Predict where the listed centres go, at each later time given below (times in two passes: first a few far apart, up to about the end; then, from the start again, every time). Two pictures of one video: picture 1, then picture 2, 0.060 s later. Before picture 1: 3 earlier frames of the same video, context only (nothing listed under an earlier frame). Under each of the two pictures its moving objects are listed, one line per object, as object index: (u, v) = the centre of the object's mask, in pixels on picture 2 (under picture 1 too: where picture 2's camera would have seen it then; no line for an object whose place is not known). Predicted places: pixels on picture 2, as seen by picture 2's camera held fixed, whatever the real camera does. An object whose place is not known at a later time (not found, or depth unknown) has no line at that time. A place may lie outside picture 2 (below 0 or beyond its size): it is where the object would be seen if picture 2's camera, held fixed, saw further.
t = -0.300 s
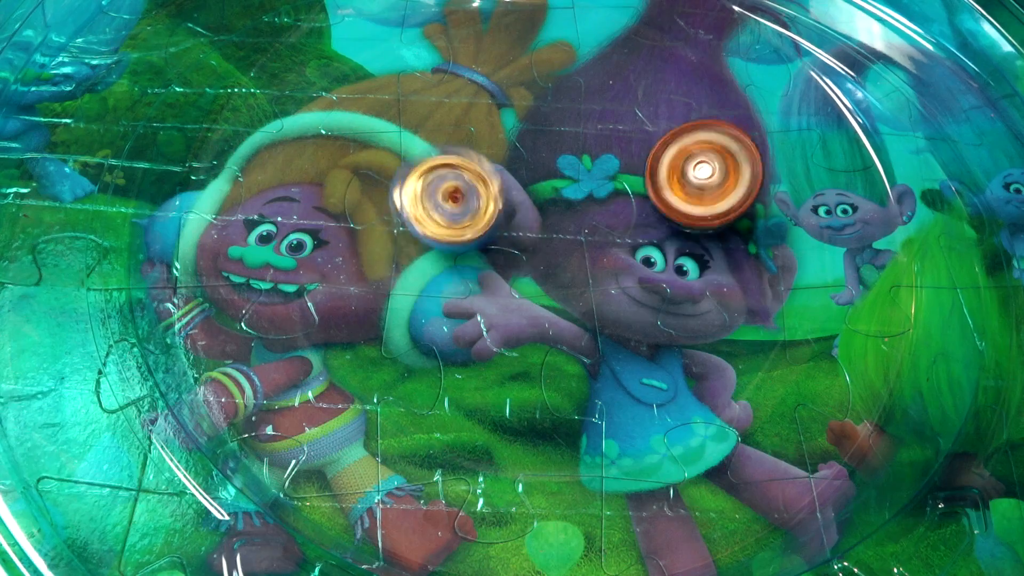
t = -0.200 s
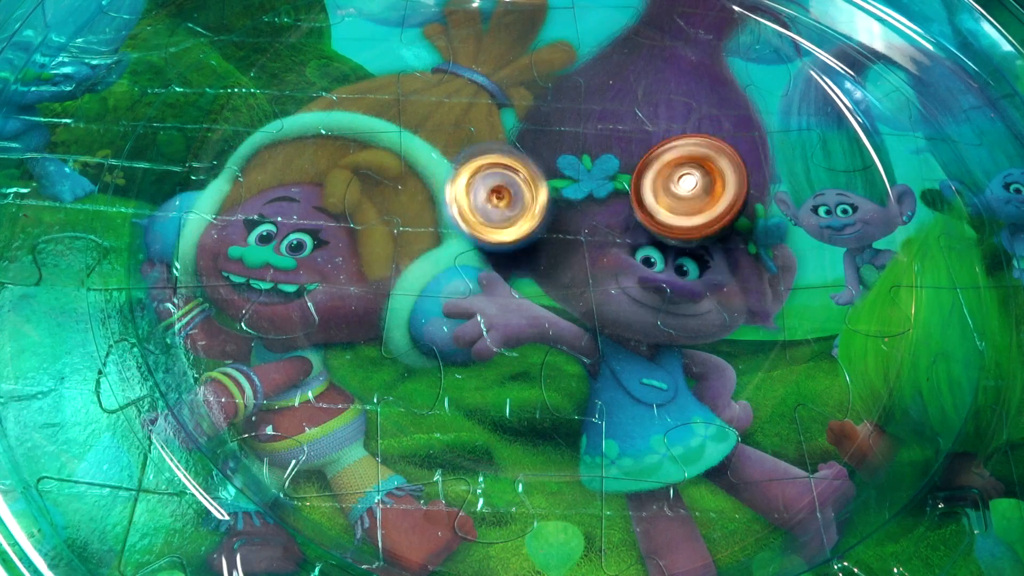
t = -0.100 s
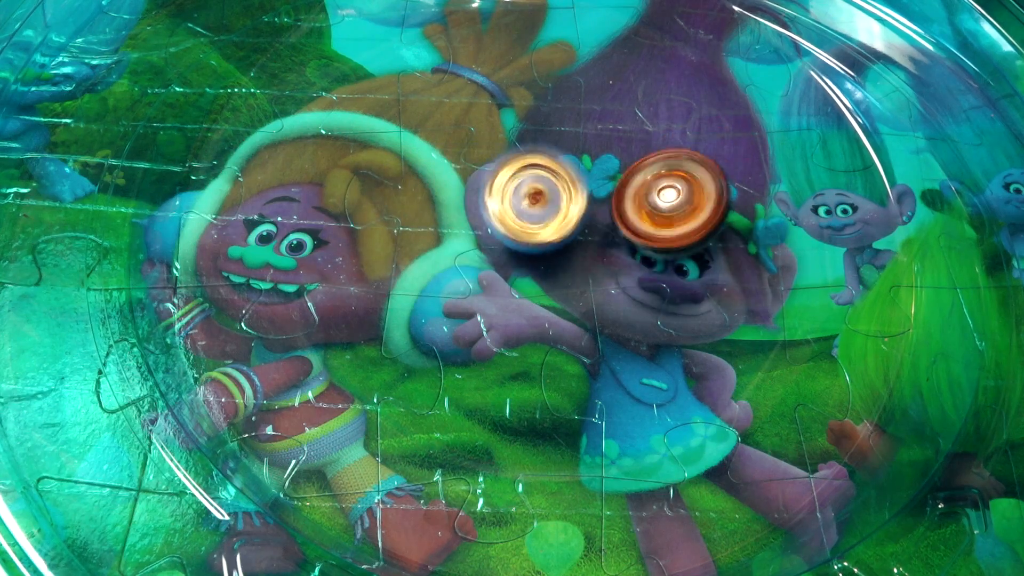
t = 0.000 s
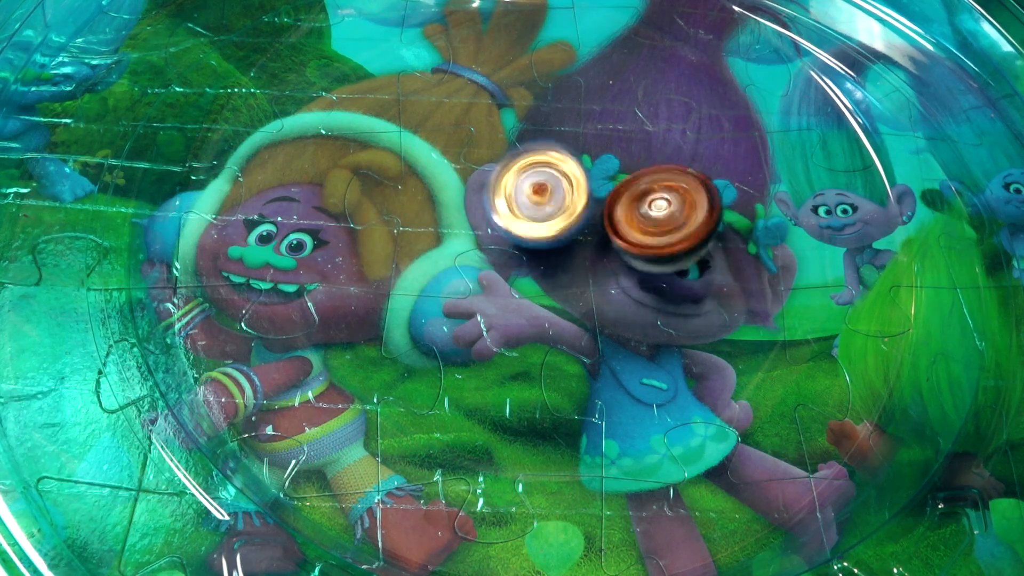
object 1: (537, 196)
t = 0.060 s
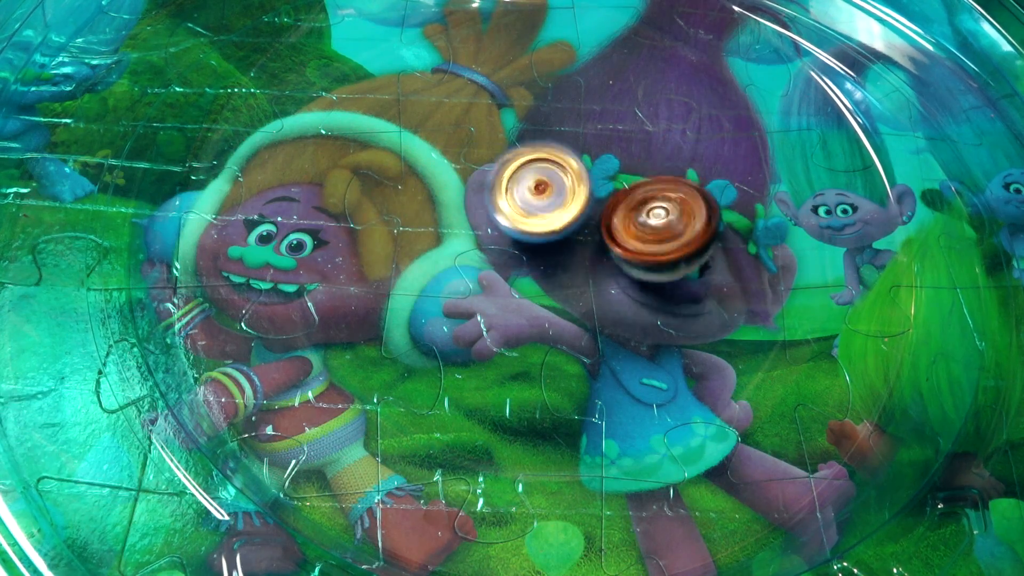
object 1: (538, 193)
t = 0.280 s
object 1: (515, 195)
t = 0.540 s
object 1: (469, 224)
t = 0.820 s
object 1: (446, 254)
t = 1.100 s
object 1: (460, 256)
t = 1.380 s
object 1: (483, 264)
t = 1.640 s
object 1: (485, 273)
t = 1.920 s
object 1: (494, 268)
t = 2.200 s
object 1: (520, 229)
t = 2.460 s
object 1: (513, 178)
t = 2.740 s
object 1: (485, 127)
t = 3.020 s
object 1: (482, 145)
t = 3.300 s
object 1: (502, 126)
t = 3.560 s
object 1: (510, 160)
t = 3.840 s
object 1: (577, 129)
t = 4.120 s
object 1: (626, 188)
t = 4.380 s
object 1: (680, 302)
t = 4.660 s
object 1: (681, 314)
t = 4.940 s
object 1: (668, 283)
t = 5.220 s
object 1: (653, 289)
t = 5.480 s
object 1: (644, 299)
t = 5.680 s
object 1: (648, 291)
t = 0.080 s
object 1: (539, 194)
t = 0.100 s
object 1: (540, 194)
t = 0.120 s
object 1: (541, 196)
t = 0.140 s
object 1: (544, 196)
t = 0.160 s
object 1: (543, 196)
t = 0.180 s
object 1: (538, 193)
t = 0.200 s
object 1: (535, 191)
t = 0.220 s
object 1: (527, 190)
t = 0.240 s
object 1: (521, 191)
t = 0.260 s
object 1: (518, 192)
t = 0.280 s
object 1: (515, 195)
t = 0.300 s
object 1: (513, 195)
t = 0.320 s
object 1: (510, 198)
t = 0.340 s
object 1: (507, 199)
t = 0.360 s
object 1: (505, 202)
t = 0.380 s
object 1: (500, 203)
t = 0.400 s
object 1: (497, 206)
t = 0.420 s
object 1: (491, 208)
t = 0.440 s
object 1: (487, 211)
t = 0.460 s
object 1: (483, 214)
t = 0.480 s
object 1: (480, 217)
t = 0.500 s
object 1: (475, 219)
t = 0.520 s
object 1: (473, 222)
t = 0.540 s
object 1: (469, 224)
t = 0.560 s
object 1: (466, 227)
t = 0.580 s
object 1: (463, 230)
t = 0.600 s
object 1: (461, 233)
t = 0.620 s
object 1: (458, 235)
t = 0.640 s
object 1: (457, 238)
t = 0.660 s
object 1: (453, 240)
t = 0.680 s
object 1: (452, 242)
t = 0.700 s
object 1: (448, 244)
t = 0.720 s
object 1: (448, 246)
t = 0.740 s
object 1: (445, 248)
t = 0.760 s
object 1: (445, 250)
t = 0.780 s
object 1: (444, 252)
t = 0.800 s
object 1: (446, 252)
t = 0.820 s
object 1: (446, 254)
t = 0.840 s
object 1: (447, 254)
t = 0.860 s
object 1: (449, 255)
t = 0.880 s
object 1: (449, 255)
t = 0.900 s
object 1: (446, 257)
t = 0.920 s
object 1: (445, 256)
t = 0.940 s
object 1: (446, 257)
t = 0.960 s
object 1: (446, 257)
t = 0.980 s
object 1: (447, 257)
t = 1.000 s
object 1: (449, 256)
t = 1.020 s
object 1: (451, 257)
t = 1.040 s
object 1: (453, 257)
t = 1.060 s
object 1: (455, 257)
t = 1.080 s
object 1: (456, 257)
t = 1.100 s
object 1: (460, 256)
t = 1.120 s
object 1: (460, 256)
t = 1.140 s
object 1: (465, 255)
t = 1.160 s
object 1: (467, 255)
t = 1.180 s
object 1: (472, 253)
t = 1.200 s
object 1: (473, 254)
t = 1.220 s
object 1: (472, 256)
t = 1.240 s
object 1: (472, 259)
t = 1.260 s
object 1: (473, 259)
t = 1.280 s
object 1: (475, 261)
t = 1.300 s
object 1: (476, 261)
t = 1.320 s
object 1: (479, 262)
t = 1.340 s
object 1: (479, 263)
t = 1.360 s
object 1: (482, 263)
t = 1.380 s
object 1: (483, 264)
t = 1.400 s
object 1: (486, 262)
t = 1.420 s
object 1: (488, 263)
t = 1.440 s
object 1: (490, 262)
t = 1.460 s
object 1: (493, 263)
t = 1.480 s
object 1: (496, 261)
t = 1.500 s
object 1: (499, 261)
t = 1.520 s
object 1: (501, 260)
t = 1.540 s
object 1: (496, 262)
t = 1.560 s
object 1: (490, 266)
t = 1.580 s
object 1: (489, 267)
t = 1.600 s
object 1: (487, 271)
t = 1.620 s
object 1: (486, 272)
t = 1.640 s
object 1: (485, 273)
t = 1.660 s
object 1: (483, 273)
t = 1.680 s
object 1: (485, 274)
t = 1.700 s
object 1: (482, 275)
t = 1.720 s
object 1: (483, 274)
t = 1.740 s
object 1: (483, 275)
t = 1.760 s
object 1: (483, 274)
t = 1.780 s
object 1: (485, 274)
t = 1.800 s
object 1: (484, 274)
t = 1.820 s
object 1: (487, 273)
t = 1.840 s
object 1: (487, 274)
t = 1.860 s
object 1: (489, 271)
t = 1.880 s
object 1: (490, 272)
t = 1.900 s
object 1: (491, 270)
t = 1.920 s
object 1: (494, 268)
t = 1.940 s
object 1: (496, 267)
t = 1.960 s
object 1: (499, 264)
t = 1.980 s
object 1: (503, 264)
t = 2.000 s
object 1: (507, 260)
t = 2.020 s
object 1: (510, 259)
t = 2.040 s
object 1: (513, 255)
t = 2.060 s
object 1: (517, 251)
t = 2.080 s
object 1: (520, 250)
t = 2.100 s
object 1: (517, 246)
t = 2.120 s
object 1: (516, 243)
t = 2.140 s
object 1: (516, 241)
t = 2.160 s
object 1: (516, 236)
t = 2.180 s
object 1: (518, 234)
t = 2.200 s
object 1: (520, 229)
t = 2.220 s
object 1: (524, 227)
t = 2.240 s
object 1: (525, 223)
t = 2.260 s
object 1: (525, 217)
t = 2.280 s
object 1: (521, 212)
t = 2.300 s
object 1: (518, 206)
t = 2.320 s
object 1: (516, 203)
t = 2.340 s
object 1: (514, 199)
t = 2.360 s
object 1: (512, 194)
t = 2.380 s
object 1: (512, 192)
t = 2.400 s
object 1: (511, 188)
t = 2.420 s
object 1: (513, 184)
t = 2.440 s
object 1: (512, 182)
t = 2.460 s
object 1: (513, 178)
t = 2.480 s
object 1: (514, 177)
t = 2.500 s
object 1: (514, 175)
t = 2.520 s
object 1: (517, 173)
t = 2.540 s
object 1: (517, 173)
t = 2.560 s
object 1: (518, 171)
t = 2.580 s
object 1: (517, 167)
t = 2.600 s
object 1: (510, 158)
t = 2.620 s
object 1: (504, 149)
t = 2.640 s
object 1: (501, 144)
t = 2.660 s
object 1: (496, 140)
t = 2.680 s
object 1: (492, 134)
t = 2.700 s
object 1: (491, 132)
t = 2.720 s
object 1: (487, 130)
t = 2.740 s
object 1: (485, 127)
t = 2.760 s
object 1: (484, 127)
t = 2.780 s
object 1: (481, 126)
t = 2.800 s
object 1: (480, 124)
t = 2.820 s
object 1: (479, 124)
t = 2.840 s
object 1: (477, 122)
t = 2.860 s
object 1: (478, 124)
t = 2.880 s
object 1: (476, 125)
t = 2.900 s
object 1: (475, 125)
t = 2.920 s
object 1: (477, 127)
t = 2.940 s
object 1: (476, 130)
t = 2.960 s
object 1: (477, 132)
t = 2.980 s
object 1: (479, 136)
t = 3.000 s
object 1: (480, 141)
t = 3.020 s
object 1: (482, 145)
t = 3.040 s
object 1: (485, 152)
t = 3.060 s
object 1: (488, 157)
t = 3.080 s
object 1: (492, 162)
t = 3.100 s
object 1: (496, 170)
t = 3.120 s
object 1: (498, 176)
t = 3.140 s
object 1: (503, 180)
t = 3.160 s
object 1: (503, 174)
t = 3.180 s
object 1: (501, 160)
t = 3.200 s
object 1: (500, 148)
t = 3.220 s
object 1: (502, 140)
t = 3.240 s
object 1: (503, 133)
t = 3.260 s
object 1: (503, 129)
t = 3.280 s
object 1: (502, 127)
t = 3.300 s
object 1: (502, 126)
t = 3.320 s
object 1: (502, 127)
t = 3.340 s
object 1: (501, 127)
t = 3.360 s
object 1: (499, 126)
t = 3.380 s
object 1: (500, 127)
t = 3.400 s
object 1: (501, 129)
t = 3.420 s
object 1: (500, 132)
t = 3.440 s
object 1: (500, 133)
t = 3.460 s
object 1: (501, 135)
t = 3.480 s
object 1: (504, 140)
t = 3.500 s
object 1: (504, 145)
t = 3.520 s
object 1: (505, 149)
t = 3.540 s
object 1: (508, 154)
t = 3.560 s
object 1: (510, 160)
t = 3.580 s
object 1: (510, 166)
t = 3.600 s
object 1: (510, 169)
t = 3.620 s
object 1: (512, 173)
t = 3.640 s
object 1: (513, 178)
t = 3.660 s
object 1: (512, 184)
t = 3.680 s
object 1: (513, 182)
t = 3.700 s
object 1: (517, 179)
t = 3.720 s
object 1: (522, 173)
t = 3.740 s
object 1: (531, 162)
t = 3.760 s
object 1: (542, 149)
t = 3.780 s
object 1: (552, 142)
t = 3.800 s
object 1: (561, 133)
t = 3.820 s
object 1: (569, 130)
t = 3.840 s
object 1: (577, 129)
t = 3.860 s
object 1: (583, 131)
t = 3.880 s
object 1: (587, 130)
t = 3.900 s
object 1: (593, 129)
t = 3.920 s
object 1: (598, 131)
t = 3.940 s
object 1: (601, 136)
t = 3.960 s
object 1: (603, 141)
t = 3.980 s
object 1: (607, 144)
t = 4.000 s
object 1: (607, 150)
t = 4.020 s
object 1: (611, 151)
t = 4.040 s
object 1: (615, 157)
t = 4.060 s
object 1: (617, 165)
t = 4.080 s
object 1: (621, 171)
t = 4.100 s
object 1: (624, 180)
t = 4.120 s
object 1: (626, 188)
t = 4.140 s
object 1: (629, 196)
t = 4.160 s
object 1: (633, 204)
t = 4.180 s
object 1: (638, 213)
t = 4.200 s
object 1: (643, 223)
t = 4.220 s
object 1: (647, 234)
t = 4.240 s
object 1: (653, 246)
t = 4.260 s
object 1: (656, 255)
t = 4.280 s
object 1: (659, 264)
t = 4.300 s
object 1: (663, 273)
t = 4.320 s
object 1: (669, 281)
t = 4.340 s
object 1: (673, 288)
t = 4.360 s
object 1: (676, 296)
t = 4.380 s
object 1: (680, 302)
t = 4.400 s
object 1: (685, 307)
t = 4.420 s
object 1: (688, 312)
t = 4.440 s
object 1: (690, 315)
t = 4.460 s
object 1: (691, 319)
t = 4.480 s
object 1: (692, 321)
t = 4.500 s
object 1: (693, 323)
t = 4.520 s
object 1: (693, 324)
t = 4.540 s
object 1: (692, 325)
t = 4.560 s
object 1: (691, 324)
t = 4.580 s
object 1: (689, 324)
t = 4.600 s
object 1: (687, 322)
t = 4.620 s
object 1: (685, 320)
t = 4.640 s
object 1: (683, 317)
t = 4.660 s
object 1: (681, 314)
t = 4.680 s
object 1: (680, 311)
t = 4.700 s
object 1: (679, 307)
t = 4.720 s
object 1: (678, 304)
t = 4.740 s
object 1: (677, 300)
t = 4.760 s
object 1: (677, 297)
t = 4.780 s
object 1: (676, 294)
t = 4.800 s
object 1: (675, 292)
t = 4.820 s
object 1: (675, 290)
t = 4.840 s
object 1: (674, 287)
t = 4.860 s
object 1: (674, 286)
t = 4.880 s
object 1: (673, 284)
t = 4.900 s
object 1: (672, 284)
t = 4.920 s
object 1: (670, 283)
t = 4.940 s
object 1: (668, 283)
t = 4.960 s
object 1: (667, 283)
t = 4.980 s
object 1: (666, 282)
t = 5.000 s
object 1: (666, 283)
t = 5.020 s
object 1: (665, 283)
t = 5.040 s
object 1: (664, 283)
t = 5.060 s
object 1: (663, 283)
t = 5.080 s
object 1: (662, 283)
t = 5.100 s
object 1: (661, 284)
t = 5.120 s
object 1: (660, 284)
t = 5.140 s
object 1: (658, 284)
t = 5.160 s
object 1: (656, 285)
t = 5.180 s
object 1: (655, 286)
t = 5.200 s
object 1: (654, 287)
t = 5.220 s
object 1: (653, 289)
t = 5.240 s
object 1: (650, 291)
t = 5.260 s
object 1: (649, 293)
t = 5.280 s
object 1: (647, 294)
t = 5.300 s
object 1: (647, 295)
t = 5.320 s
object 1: (646, 296)
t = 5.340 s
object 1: (645, 297)
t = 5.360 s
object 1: (645, 297)
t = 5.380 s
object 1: (645, 298)
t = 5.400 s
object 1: (645, 298)
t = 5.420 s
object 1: (644, 299)
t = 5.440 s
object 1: (644, 299)
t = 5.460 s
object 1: (645, 299)
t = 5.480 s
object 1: (644, 299)
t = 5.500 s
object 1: (645, 298)
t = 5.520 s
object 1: (645, 298)
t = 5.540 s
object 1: (645, 298)
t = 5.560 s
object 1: (645, 297)
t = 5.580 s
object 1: (646, 296)
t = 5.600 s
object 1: (646, 296)
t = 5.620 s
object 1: (646, 295)
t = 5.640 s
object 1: (647, 294)
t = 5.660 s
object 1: (647, 292)
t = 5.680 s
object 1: (648, 291)
